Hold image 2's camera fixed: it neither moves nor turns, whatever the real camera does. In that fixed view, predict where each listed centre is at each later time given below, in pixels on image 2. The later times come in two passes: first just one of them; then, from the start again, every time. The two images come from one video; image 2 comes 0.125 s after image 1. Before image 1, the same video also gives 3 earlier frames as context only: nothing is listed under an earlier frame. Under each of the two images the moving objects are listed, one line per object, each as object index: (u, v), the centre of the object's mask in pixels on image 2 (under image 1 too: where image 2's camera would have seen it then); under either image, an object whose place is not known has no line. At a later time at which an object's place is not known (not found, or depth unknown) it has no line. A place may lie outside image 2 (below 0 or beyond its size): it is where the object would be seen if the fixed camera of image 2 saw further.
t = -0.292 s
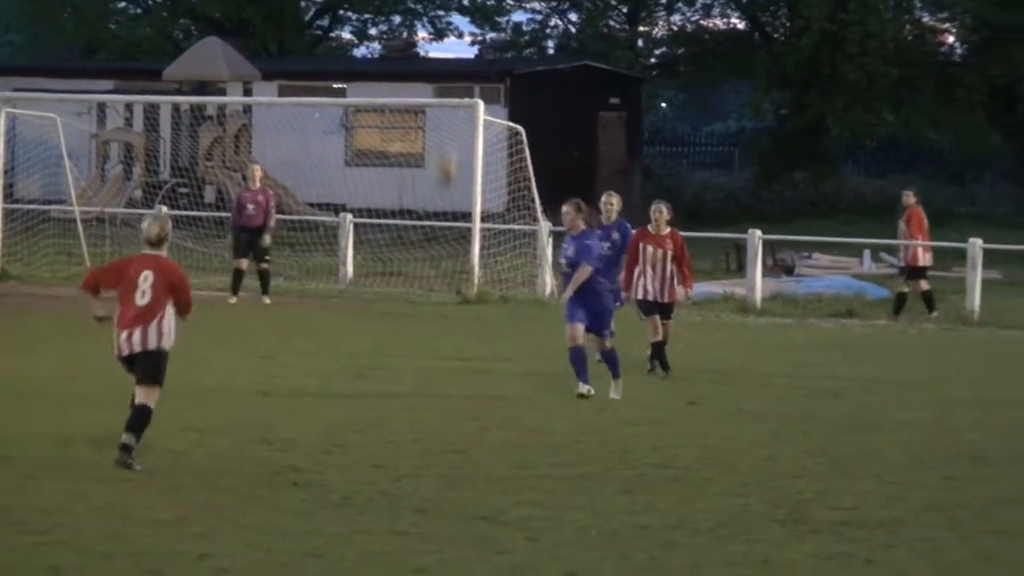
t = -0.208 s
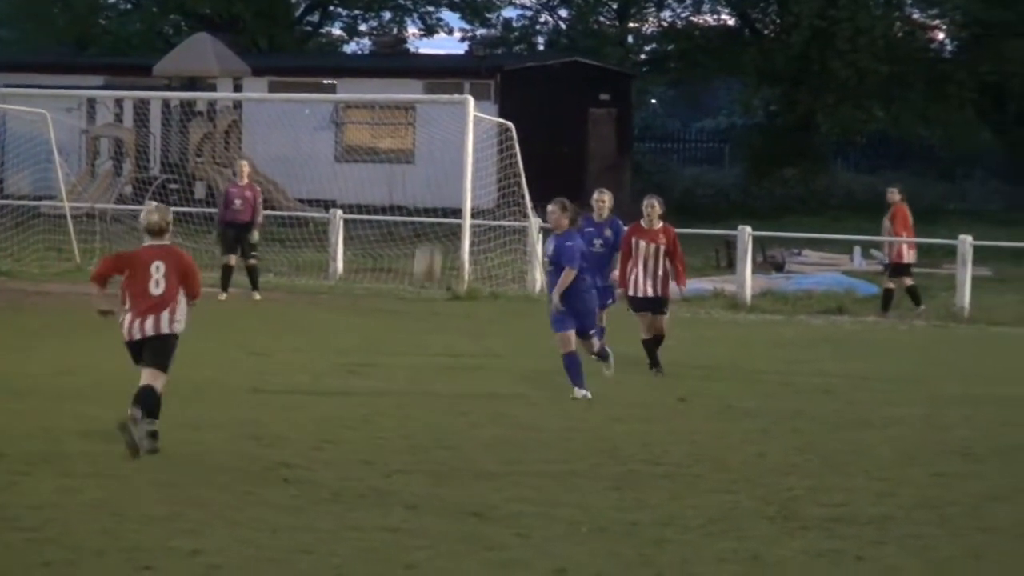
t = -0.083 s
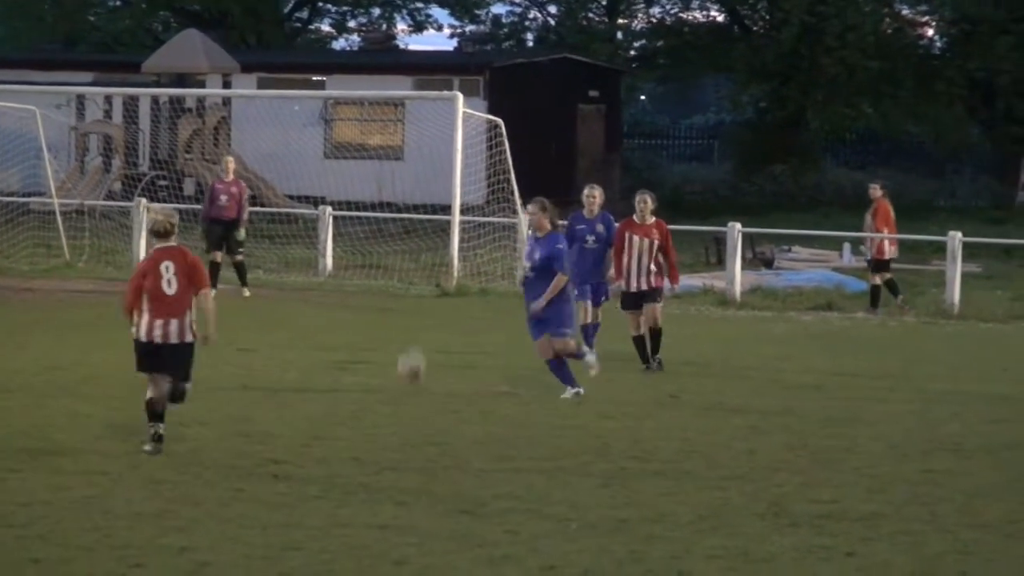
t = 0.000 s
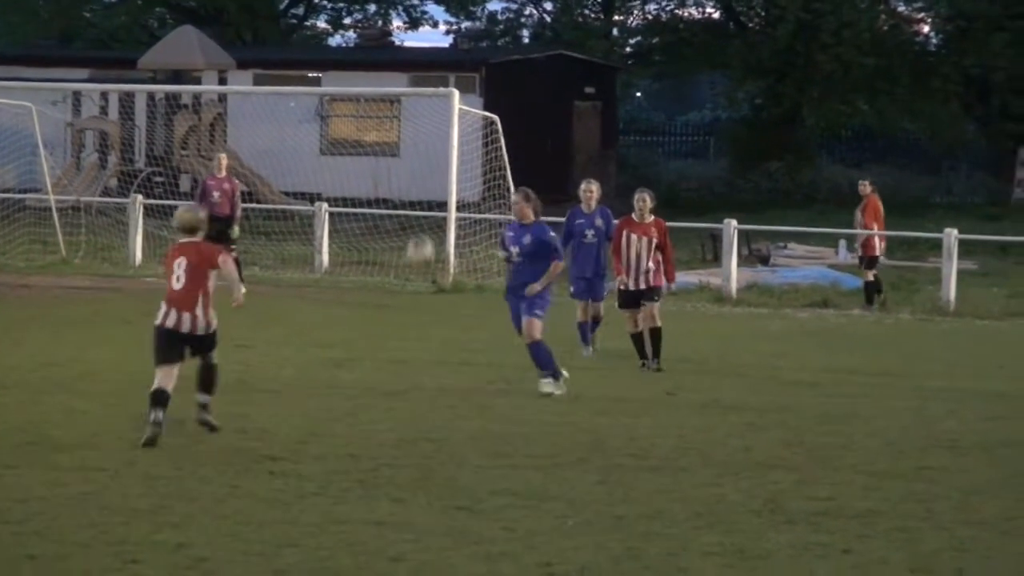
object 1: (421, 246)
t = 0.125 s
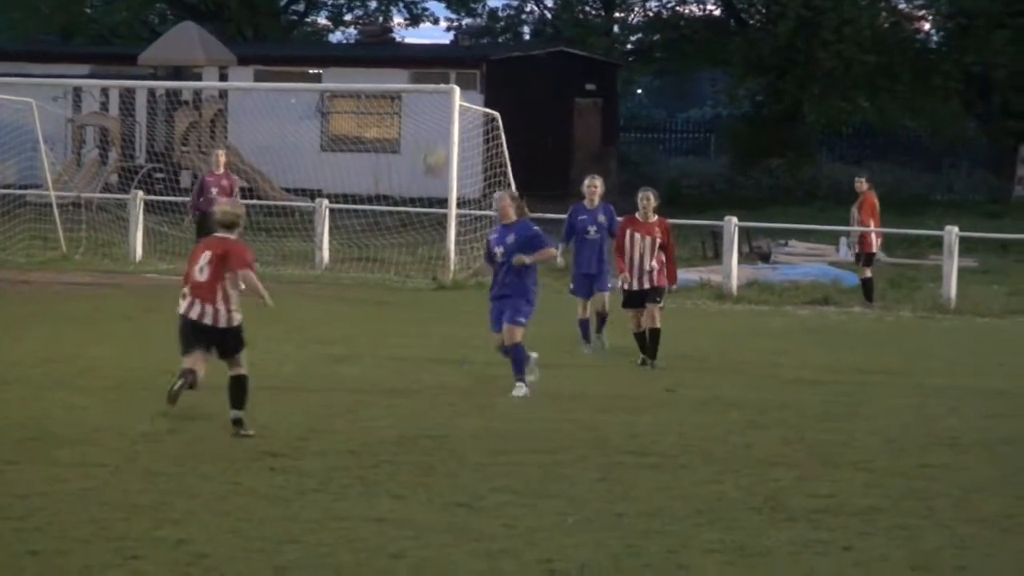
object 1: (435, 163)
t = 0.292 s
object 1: (449, 60)
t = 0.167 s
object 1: (438, 134)
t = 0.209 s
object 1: (442, 107)
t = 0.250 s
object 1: (446, 81)
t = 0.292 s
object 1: (449, 60)
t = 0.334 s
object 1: (454, 43)
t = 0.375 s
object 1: (459, 26)
